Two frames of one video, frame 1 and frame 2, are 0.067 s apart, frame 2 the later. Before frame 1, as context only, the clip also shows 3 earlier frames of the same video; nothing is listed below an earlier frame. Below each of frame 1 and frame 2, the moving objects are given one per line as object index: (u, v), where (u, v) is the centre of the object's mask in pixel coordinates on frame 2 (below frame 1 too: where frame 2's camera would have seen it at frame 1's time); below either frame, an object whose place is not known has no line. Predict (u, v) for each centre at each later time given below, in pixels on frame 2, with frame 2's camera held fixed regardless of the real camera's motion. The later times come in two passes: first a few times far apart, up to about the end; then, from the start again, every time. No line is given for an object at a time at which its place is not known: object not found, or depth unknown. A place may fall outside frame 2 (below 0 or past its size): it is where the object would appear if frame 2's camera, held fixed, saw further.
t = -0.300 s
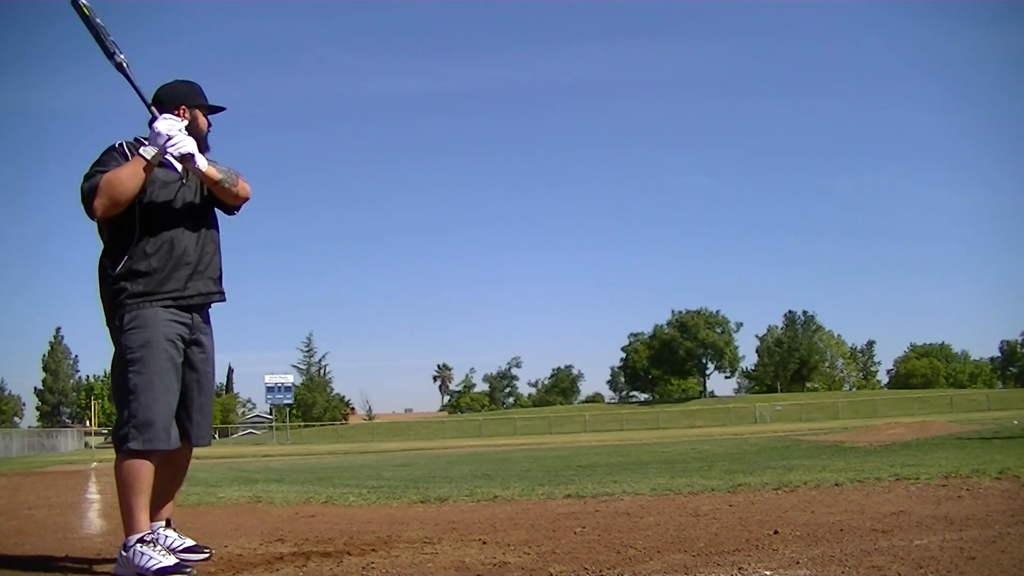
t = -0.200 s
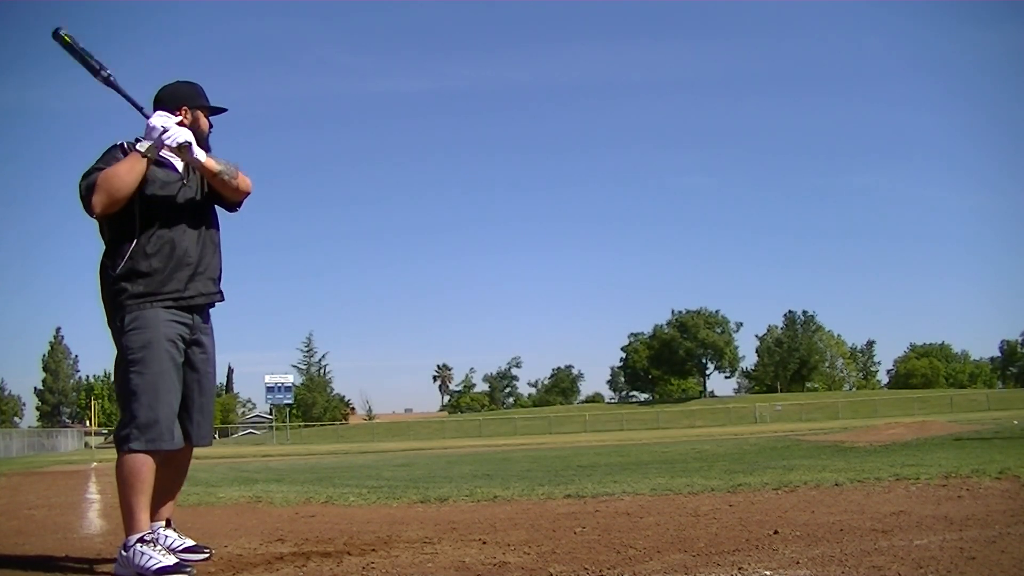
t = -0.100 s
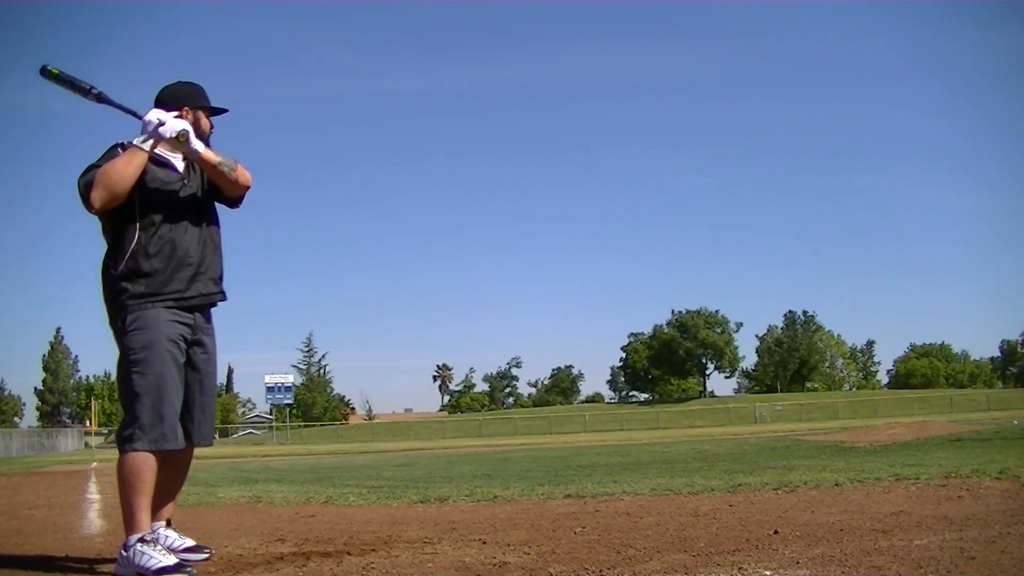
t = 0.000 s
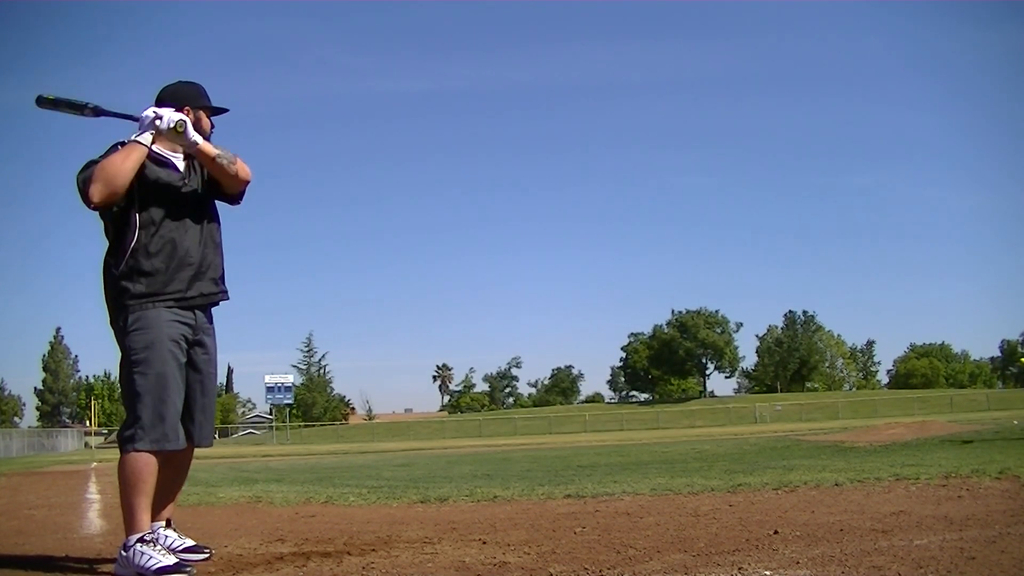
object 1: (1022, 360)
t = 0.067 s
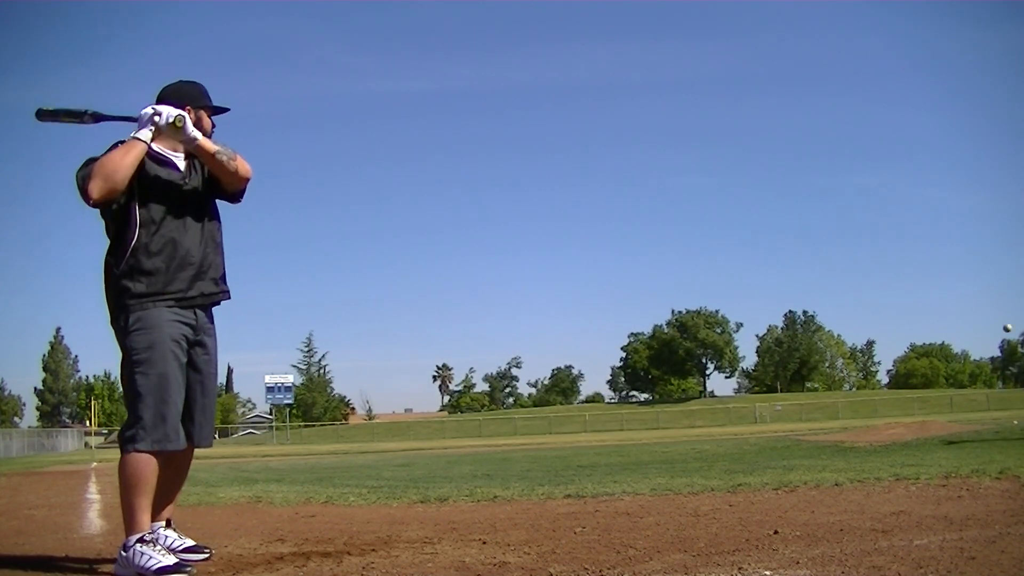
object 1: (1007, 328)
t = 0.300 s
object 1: (944, 221)
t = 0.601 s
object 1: (841, 126)
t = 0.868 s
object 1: (703, 114)
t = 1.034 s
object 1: (572, 175)
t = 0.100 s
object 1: (998, 311)
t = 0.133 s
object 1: (990, 295)
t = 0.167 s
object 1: (981, 279)
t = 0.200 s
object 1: (973, 264)
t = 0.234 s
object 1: (963, 249)
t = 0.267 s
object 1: (954, 235)
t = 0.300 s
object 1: (944, 221)
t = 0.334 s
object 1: (934, 208)
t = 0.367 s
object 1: (924, 195)
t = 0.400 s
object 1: (913, 183)
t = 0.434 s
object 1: (902, 171)
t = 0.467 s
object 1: (891, 161)
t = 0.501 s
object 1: (879, 151)
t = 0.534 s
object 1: (867, 141)
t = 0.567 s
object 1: (854, 133)
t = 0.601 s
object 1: (841, 126)
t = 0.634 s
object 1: (826, 120)
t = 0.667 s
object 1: (811, 115)
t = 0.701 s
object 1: (796, 111)
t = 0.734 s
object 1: (779, 108)
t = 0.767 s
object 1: (762, 107)
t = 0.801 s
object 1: (743, 107)
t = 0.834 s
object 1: (724, 110)
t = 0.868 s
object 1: (703, 114)
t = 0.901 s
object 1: (681, 120)
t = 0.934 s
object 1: (657, 129)
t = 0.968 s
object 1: (631, 141)
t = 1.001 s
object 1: (603, 156)
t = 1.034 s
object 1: (572, 175)
